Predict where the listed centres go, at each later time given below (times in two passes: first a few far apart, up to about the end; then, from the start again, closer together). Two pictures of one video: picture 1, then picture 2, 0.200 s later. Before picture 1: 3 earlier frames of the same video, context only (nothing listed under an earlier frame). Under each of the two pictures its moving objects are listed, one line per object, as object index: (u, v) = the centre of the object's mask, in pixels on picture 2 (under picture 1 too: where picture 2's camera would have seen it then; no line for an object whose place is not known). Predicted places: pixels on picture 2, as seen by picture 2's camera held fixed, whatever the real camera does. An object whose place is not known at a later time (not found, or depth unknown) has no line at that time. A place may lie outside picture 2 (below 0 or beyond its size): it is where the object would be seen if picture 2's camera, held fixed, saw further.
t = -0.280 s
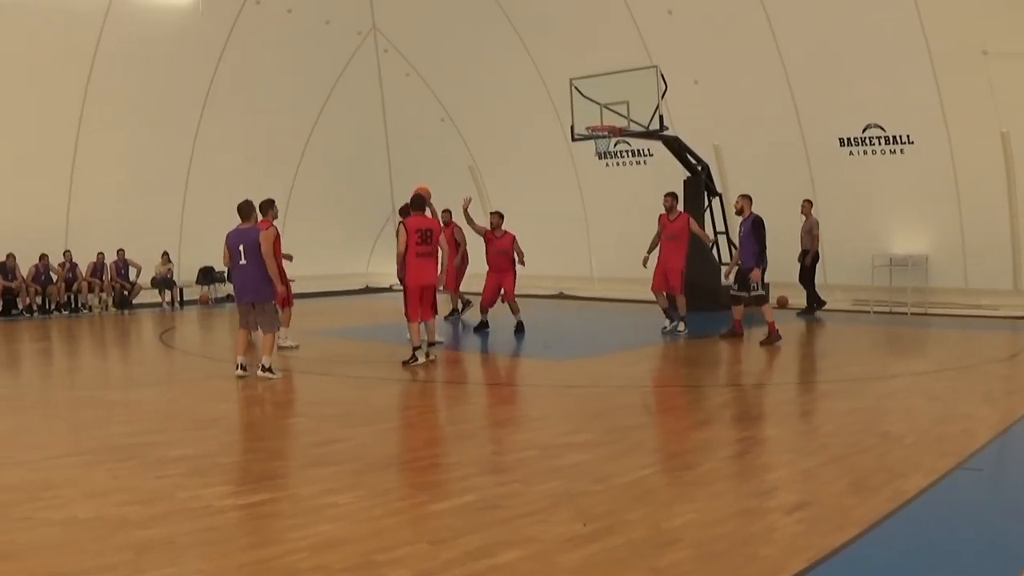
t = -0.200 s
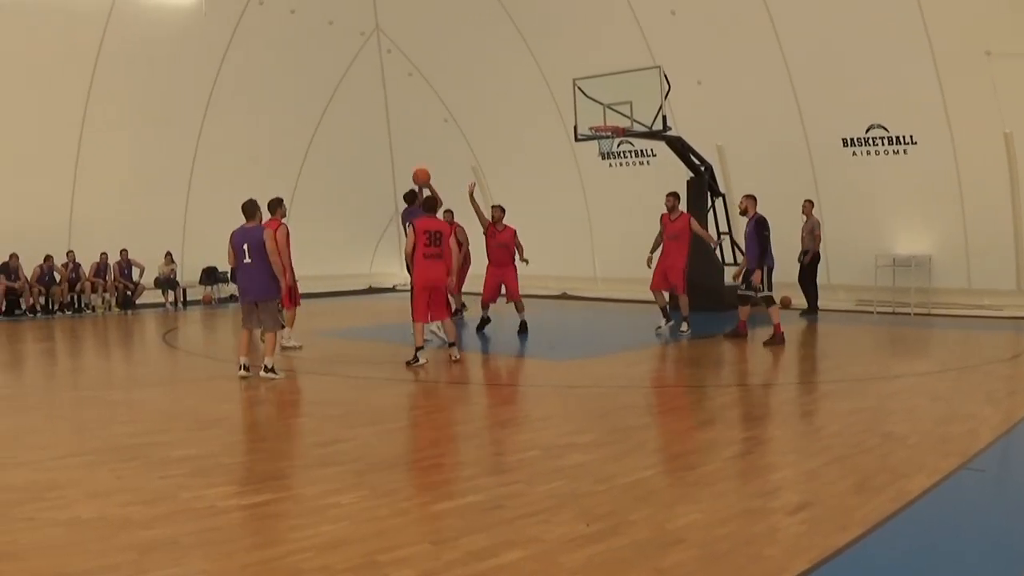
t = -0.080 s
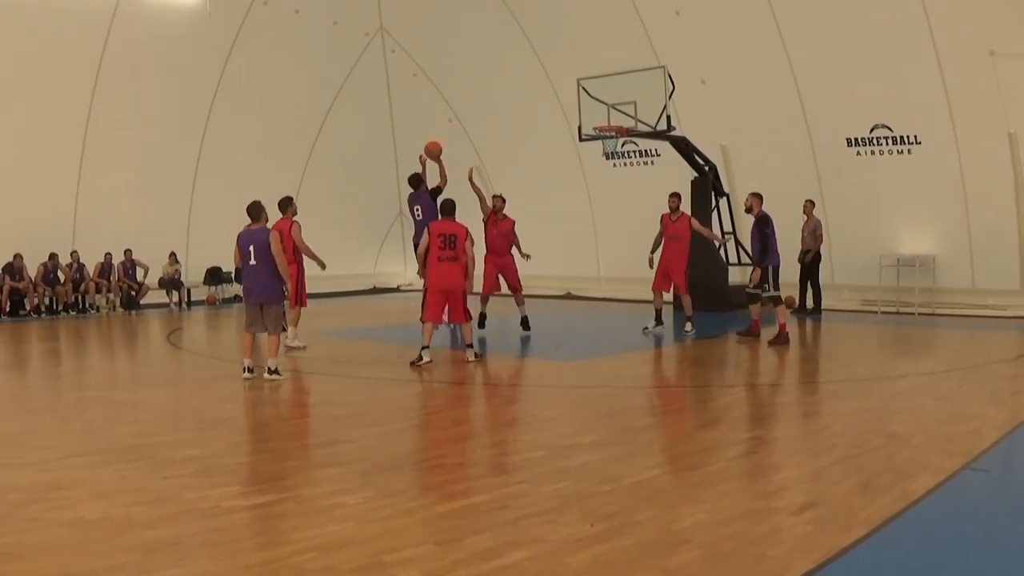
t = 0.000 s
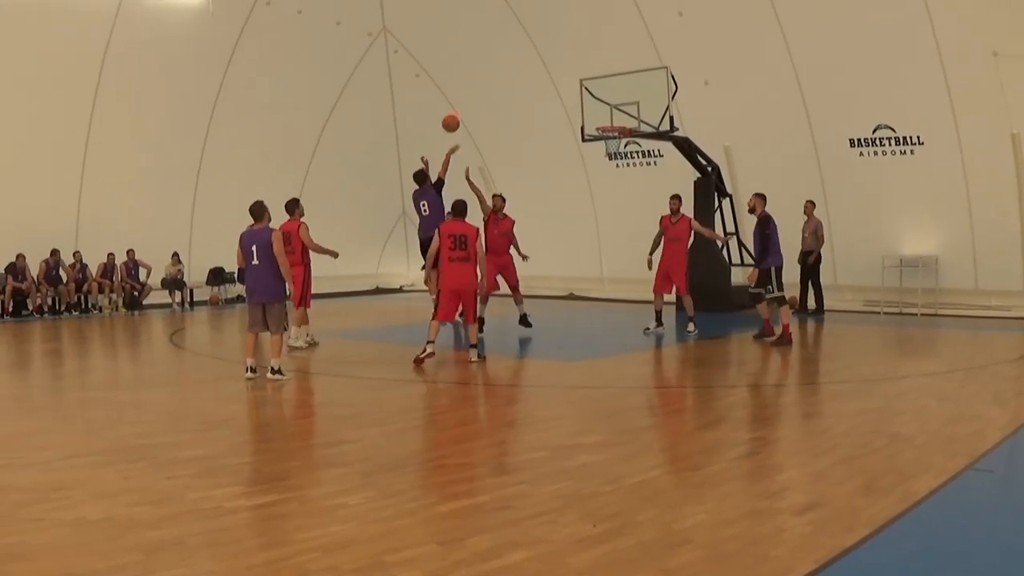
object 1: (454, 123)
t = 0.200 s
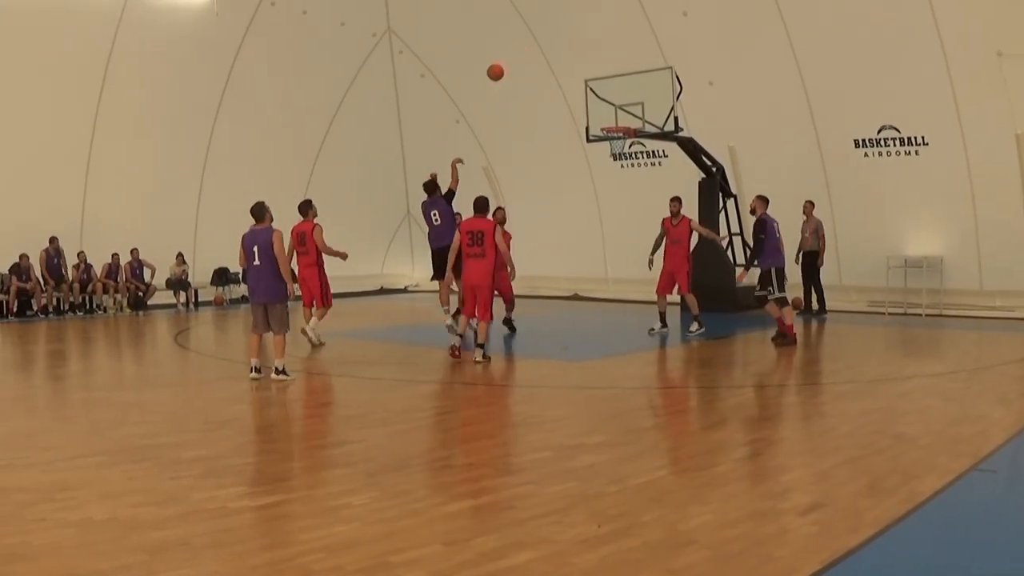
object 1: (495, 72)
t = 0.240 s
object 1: (503, 65)
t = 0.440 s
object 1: (539, 51)
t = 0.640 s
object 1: (574, 62)
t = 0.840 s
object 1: (607, 98)
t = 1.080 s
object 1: (614, 144)
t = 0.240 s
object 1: (503, 65)
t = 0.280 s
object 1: (510, 60)
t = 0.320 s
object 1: (518, 56)
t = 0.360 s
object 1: (525, 53)
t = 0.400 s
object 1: (533, 51)
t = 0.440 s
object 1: (539, 51)
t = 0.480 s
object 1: (547, 51)
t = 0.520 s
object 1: (554, 52)
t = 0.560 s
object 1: (561, 55)
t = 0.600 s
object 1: (567, 58)
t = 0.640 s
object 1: (574, 62)
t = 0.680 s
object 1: (580, 68)
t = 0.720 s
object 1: (587, 74)
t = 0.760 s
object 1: (593, 81)
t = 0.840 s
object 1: (607, 98)
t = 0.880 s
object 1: (612, 108)
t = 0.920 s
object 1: (618, 119)
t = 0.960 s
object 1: (621, 127)
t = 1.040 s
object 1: (612, 138)
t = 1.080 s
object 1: (614, 144)
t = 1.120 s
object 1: (616, 148)
